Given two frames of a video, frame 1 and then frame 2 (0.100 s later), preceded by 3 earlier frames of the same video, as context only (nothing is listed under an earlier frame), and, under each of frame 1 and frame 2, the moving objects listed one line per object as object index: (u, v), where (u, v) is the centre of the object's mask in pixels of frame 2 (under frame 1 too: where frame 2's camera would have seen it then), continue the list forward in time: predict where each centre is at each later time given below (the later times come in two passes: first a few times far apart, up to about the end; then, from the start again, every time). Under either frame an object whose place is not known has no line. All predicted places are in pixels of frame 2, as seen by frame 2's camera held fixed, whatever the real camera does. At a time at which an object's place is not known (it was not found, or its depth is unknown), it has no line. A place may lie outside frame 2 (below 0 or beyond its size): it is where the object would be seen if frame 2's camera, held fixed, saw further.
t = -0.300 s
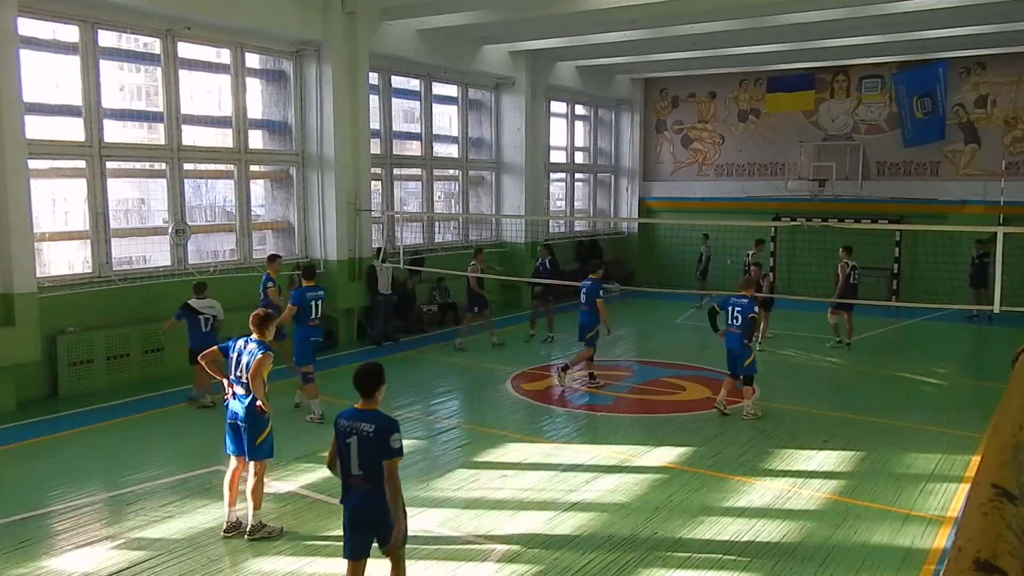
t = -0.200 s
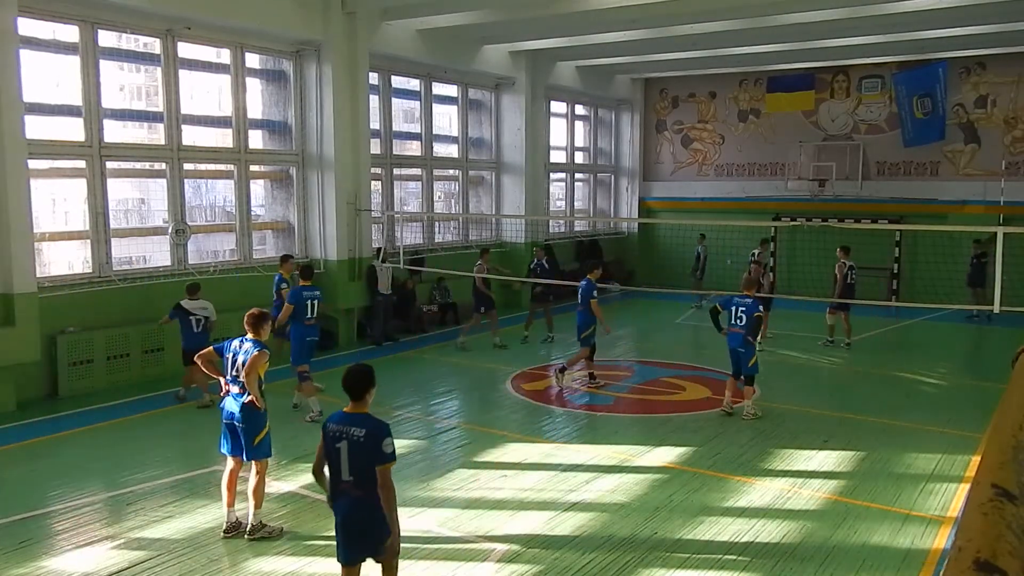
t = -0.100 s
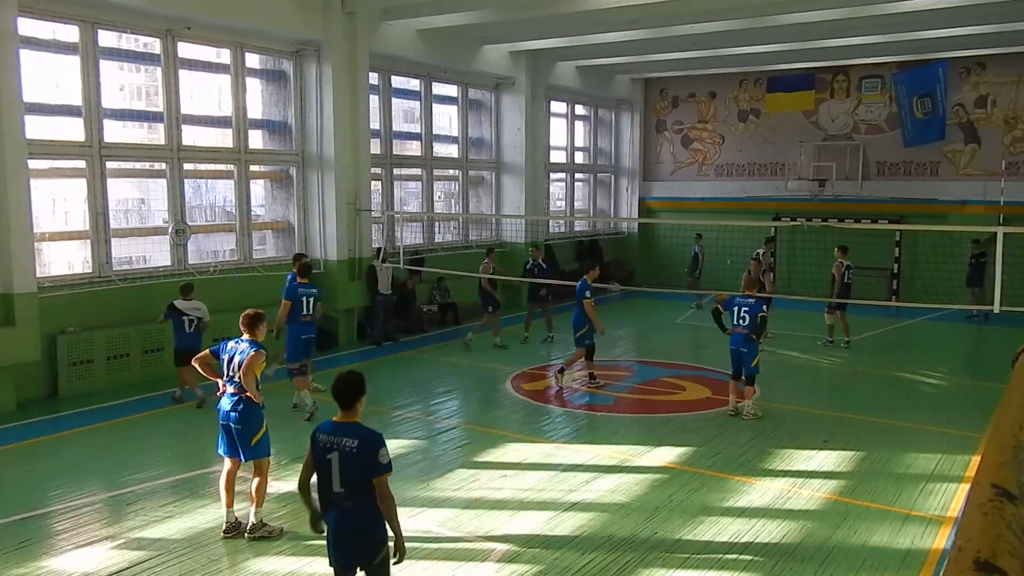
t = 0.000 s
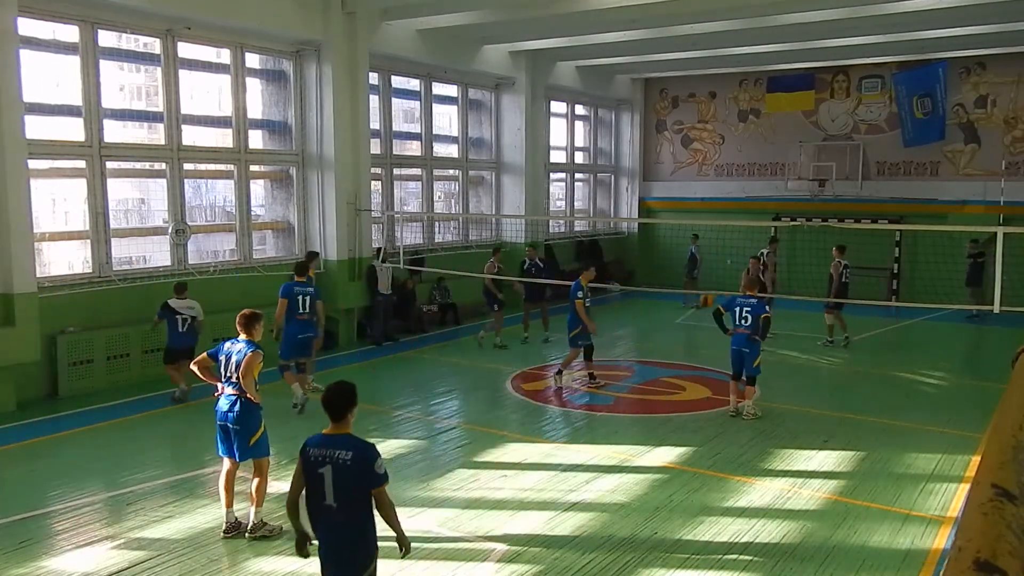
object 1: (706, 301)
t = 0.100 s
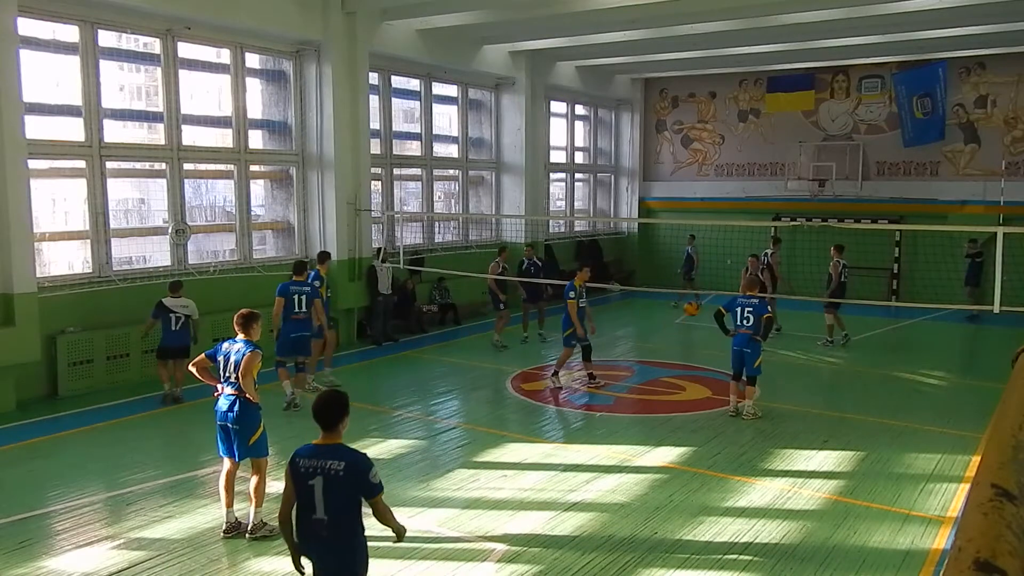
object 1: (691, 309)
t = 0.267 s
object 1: (663, 339)
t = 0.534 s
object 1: (602, 444)
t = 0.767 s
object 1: (594, 419)
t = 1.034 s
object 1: (586, 437)
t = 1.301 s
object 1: (576, 498)
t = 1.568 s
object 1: (563, 496)
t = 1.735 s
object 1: (551, 541)
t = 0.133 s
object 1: (687, 312)
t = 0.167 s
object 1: (680, 318)
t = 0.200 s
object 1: (674, 324)
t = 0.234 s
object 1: (668, 331)
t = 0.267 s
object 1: (663, 339)
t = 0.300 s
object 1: (656, 349)
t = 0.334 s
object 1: (649, 359)
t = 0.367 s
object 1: (642, 370)
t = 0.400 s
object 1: (635, 383)
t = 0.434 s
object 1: (628, 396)
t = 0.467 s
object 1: (619, 411)
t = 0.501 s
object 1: (610, 429)
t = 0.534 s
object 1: (602, 444)
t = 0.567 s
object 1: (599, 448)
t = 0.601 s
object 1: (598, 441)
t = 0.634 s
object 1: (597, 435)
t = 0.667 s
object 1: (597, 430)
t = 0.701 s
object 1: (596, 425)
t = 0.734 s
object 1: (594, 422)
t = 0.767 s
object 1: (594, 419)
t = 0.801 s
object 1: (593, 418)
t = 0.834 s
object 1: (592, 417)
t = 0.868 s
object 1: (591, 418)
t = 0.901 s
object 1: (590, 420)
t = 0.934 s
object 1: (589, 423)
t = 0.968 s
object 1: (588, 426)
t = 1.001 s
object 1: (586, 432)
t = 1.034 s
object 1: (586, 437)
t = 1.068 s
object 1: (585, 445)
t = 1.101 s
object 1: (584, 455)
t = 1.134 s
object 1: (582, 465)
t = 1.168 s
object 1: (582, 477)
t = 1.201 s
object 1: (580, 491)
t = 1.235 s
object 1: (579, 505)
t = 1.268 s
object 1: (577, 503)
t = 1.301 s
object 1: (576, 498)
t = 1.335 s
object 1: (575, 493)
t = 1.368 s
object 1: (573, 490)
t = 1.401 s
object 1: (571, 488)
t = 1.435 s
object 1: (570, 487)
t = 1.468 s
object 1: (568, 487)
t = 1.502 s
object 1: (567, 489)
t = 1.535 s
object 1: (565, 492)
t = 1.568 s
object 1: (563, 496)
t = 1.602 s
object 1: (561, 502)
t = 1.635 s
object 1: (559, 509)
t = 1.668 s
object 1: (557, 519)
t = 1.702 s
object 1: (554, 530)
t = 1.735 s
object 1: (551, 541)
